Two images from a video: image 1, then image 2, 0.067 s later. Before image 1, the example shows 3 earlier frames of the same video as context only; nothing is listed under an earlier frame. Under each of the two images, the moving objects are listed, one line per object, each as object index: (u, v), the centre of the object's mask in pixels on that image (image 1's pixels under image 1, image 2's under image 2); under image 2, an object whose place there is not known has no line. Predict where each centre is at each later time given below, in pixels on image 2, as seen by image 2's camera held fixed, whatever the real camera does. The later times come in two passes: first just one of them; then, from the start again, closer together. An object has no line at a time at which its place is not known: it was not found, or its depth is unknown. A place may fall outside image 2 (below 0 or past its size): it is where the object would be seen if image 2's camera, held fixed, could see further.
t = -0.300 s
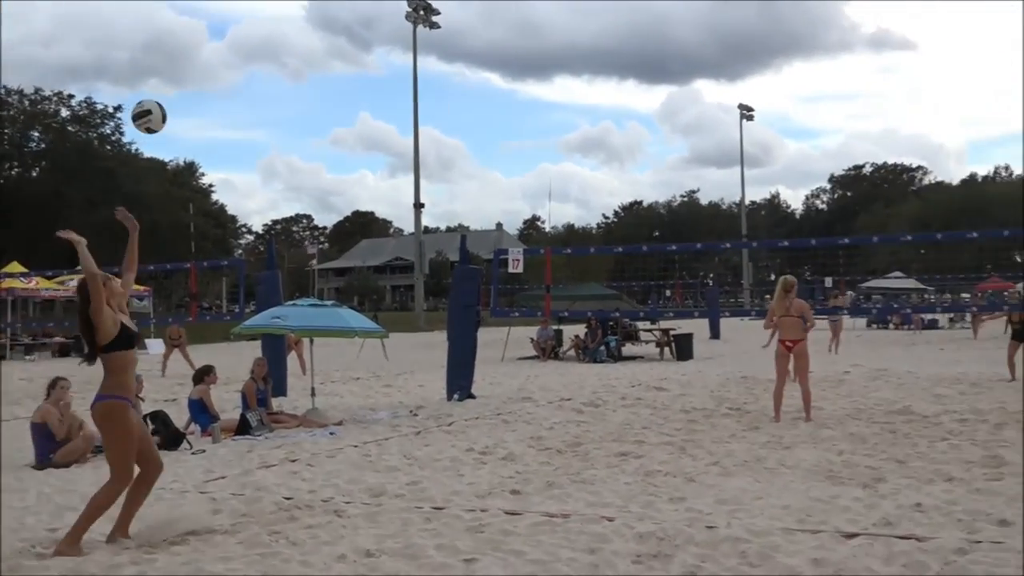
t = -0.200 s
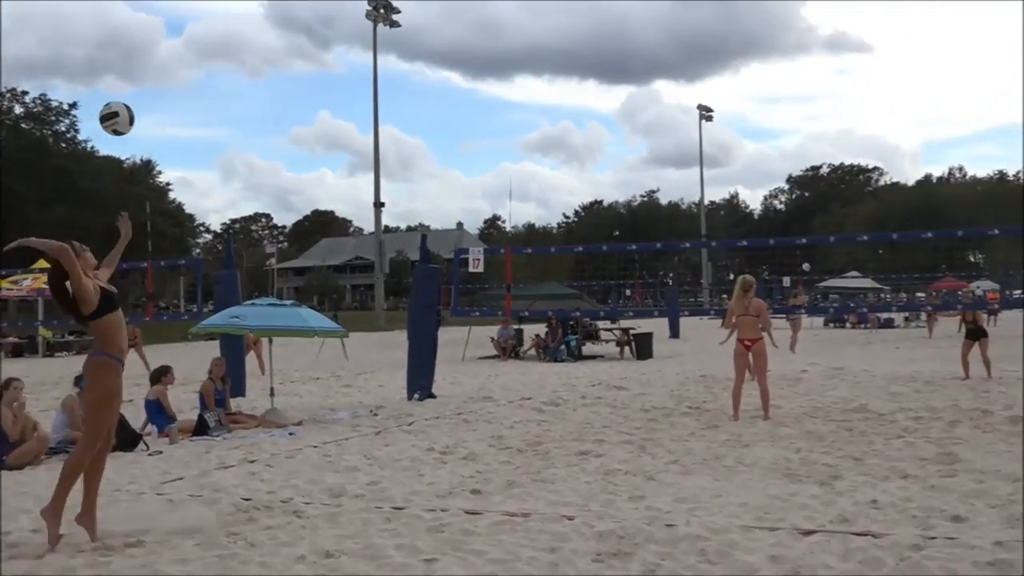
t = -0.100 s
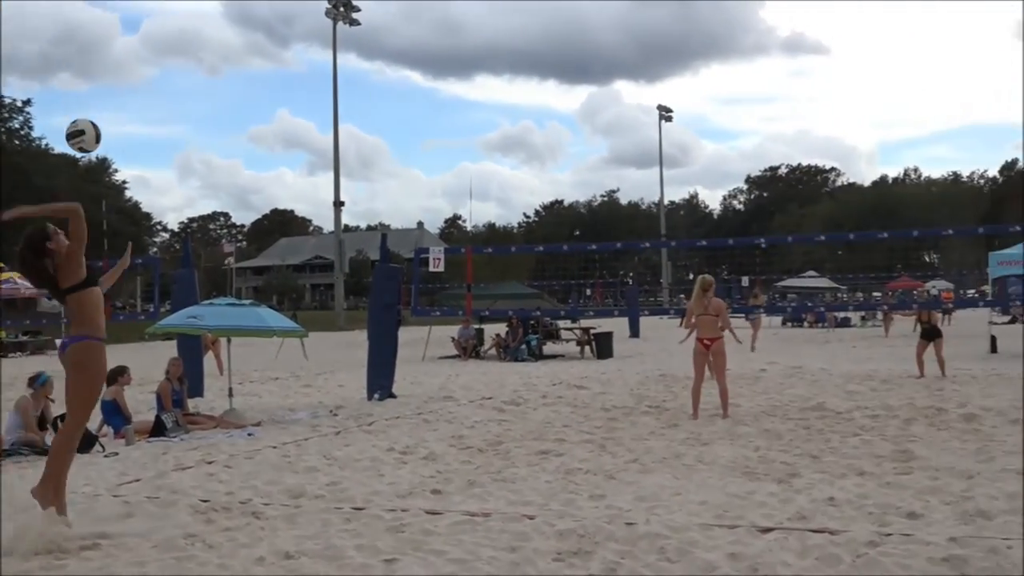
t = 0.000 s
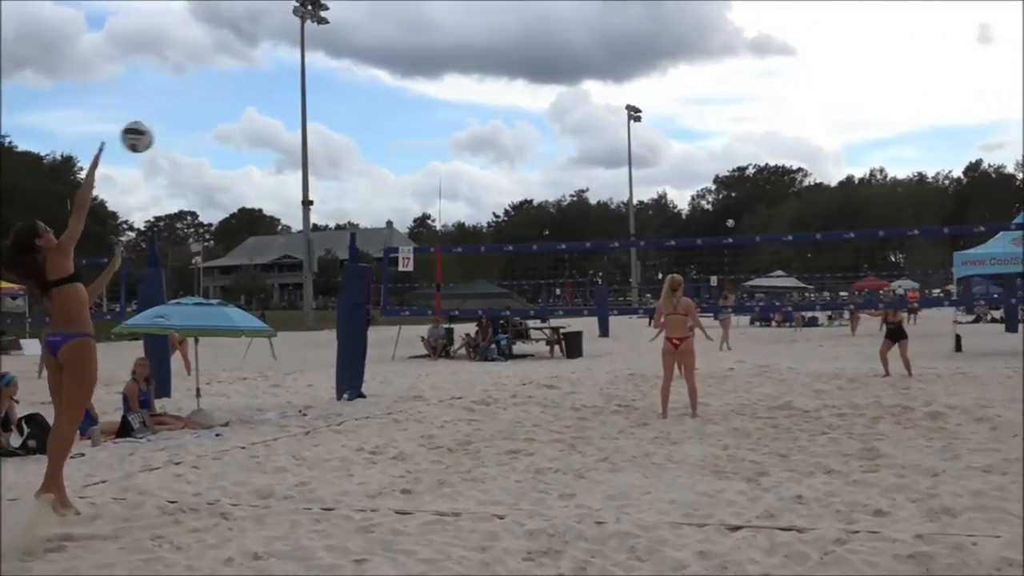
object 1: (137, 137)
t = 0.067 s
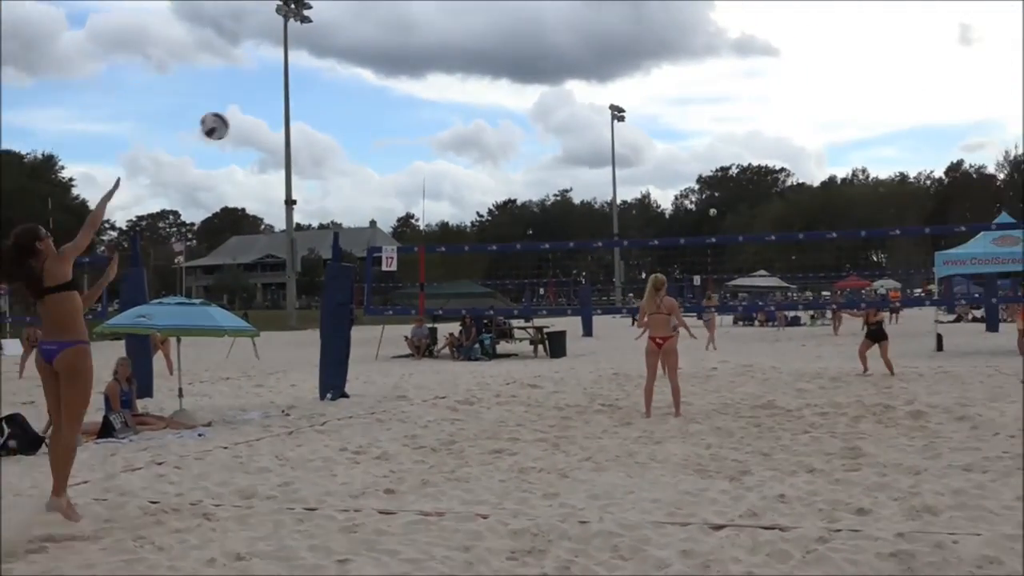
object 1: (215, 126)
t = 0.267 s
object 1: (402, 137)
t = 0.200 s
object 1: (352, 128)
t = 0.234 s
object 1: (378, 132)
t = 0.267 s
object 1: (402, 137)
